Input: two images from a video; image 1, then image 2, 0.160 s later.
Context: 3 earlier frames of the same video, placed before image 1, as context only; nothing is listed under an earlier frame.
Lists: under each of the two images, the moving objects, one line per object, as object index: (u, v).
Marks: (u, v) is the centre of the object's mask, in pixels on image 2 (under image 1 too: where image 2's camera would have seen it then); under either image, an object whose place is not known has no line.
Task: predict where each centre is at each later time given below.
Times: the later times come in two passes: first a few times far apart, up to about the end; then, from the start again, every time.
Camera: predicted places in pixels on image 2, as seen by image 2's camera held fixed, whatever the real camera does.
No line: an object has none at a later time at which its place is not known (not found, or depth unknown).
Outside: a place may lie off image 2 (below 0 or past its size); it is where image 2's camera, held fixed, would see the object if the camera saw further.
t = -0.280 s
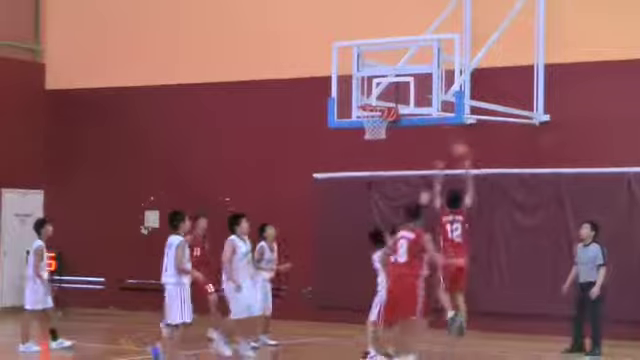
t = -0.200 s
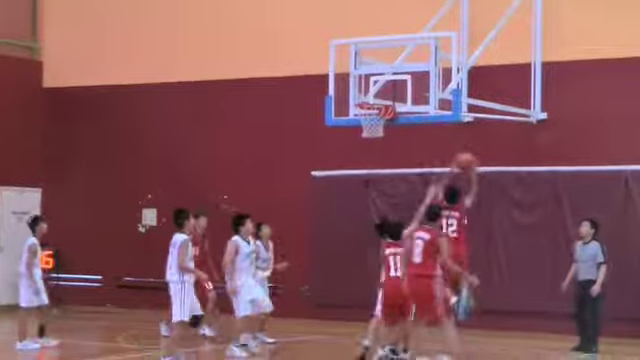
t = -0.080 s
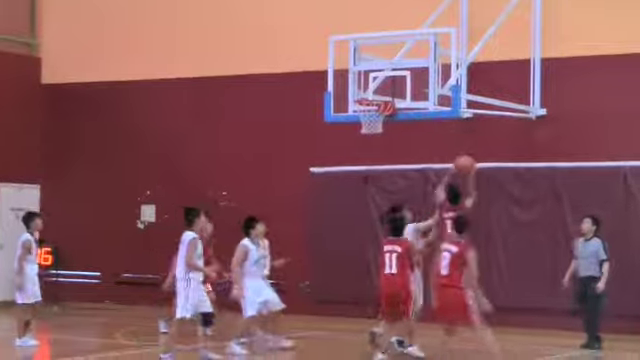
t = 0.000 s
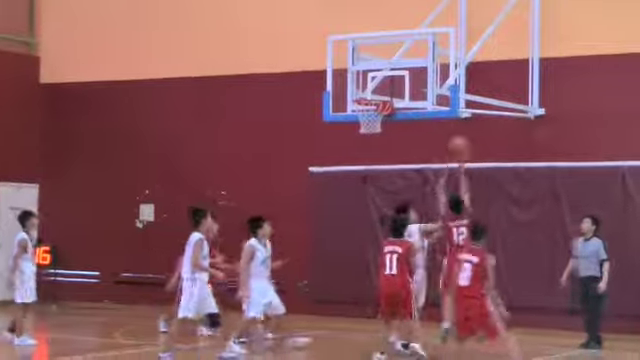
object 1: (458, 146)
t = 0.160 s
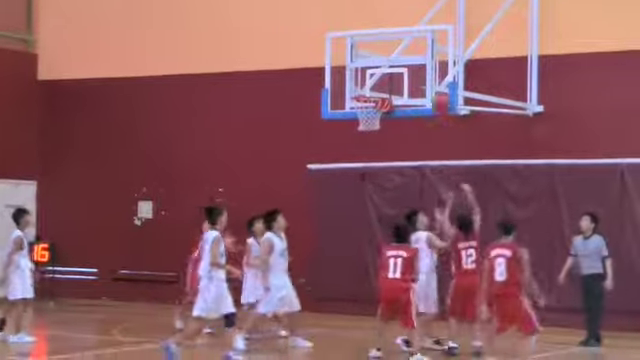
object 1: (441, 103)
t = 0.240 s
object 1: (434, 93)
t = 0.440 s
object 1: (415, 92)
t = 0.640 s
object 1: (394, 122)
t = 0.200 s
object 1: (438, 98)
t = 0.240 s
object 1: (434, 93)
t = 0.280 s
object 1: (429, 87)
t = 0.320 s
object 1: (426, 87)
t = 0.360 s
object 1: (423, 85)
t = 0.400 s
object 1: (420, 85)
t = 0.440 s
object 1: (415, 92)
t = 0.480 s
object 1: (410, 97)
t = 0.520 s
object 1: (404, 101)
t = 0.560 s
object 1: (401, 109)
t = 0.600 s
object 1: (399, 116)
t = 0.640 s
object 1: (394, 122)
